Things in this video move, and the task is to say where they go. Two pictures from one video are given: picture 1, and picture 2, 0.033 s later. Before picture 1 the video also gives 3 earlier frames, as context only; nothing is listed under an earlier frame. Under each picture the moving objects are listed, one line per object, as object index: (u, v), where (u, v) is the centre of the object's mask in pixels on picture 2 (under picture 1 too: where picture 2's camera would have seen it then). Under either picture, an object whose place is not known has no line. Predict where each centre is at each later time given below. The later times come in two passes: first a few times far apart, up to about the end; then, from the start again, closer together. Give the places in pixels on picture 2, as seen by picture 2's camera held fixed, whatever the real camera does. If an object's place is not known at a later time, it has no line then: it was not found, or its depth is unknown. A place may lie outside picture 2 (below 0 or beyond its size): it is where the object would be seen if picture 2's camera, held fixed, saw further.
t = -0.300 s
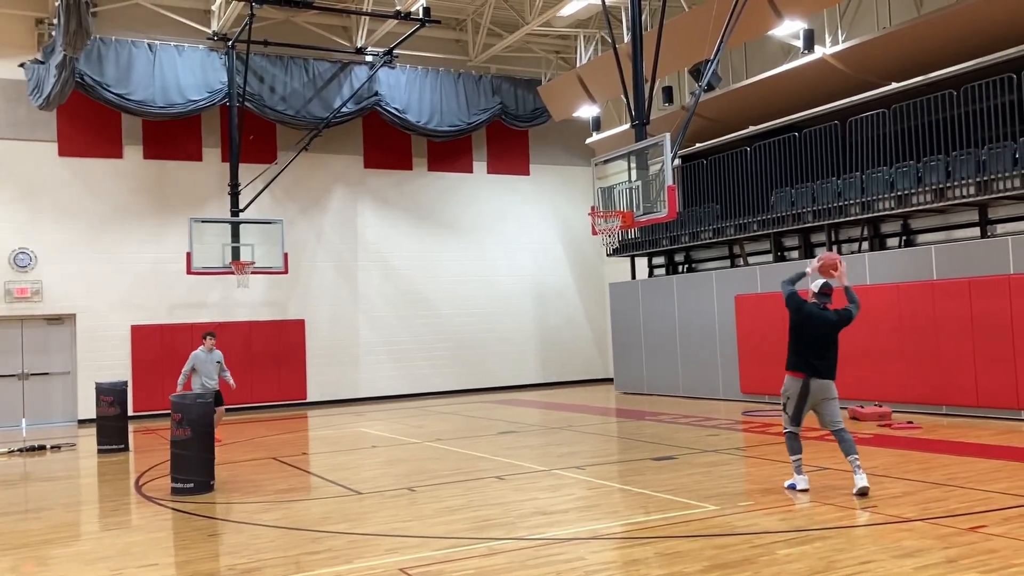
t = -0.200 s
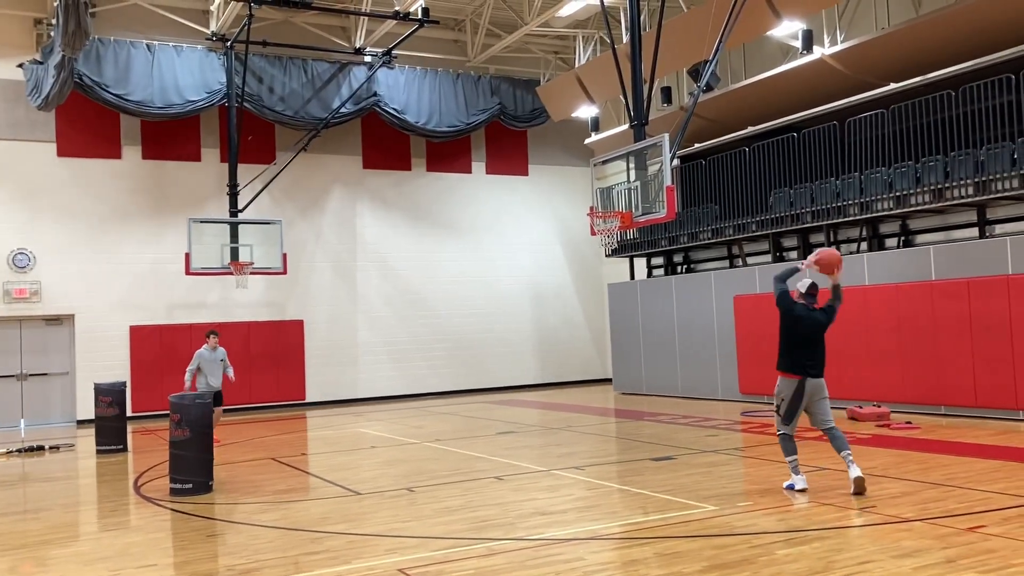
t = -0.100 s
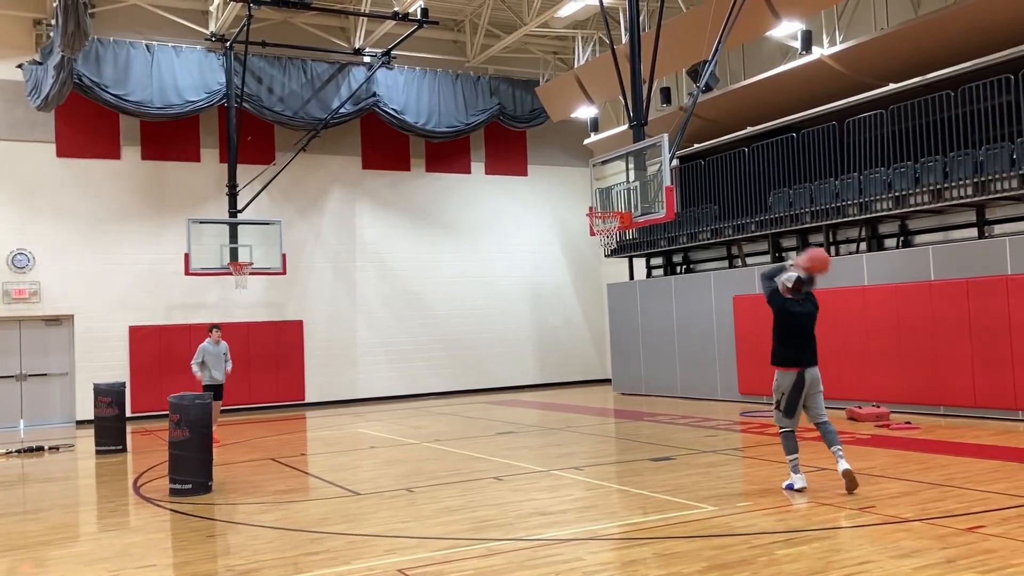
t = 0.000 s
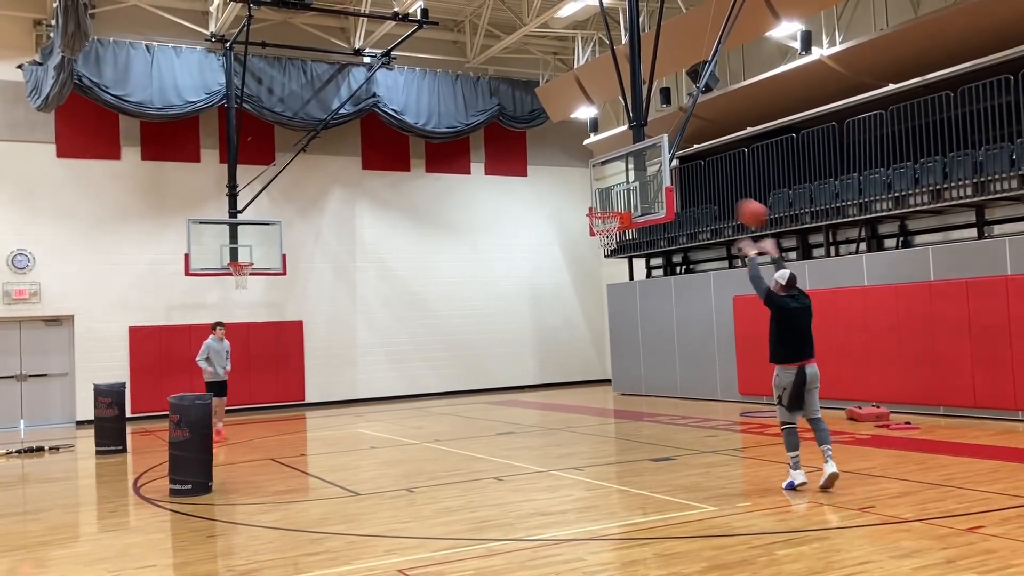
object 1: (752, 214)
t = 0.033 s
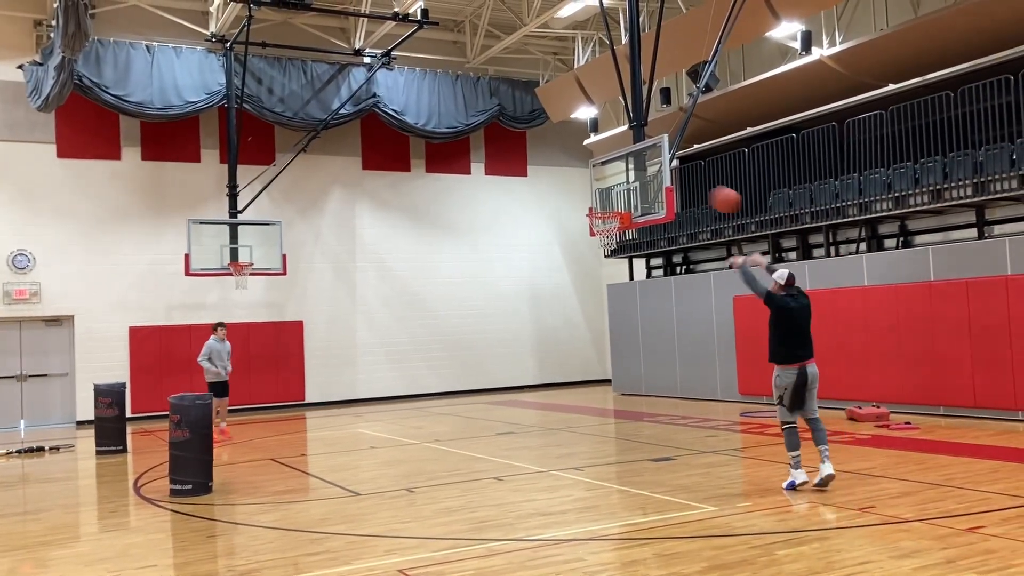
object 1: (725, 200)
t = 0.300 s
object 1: (549, 146)
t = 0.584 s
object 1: (419, 162)
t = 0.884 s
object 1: (318, 232)
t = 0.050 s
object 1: (712, 194)
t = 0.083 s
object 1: (687, 183)
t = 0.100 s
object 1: (675, 178)
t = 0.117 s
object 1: (661, 173)
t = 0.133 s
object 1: (651, 169)
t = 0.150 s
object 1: (640, 166)
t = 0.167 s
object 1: (630, 162)
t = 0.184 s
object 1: (617, 159)
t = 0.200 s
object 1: (607, 156)
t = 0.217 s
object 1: (596, 154)
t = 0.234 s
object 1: (586, 153)
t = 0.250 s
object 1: (577, 150)
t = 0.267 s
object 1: (567, 148)
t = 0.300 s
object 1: (549, 146)
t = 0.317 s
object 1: (540, 145)
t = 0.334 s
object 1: (530, 145)
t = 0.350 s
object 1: (521, 145)
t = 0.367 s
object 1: (513, 145)
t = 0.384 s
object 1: (505, 145)
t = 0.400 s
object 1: (497, 146)
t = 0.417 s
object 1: (490, 146)
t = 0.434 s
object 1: (483, 147)
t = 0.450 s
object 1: (474, 148)
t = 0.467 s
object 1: (466, 150)
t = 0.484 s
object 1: (459, 151)
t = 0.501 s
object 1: (452, 152)
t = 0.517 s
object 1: (446, 154)
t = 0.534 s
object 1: (438, 156)
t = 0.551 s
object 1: (432, 158)
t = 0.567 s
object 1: (426, 160)
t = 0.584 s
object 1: (419, 162)
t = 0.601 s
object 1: (412, 165)
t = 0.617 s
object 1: (406, 168)
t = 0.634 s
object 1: (400, 170)
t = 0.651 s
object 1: (394, 173)
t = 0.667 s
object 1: (388, 177)
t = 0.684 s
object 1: (382, 181)
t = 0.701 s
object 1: (376, 185)
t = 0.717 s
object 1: (370, 188)
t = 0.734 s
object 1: (365, 192)
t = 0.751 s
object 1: (359, 196)
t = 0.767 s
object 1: (354, 200)
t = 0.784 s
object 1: (348, 204)
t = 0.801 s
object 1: (343, 208)
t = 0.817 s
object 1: (338, 213)
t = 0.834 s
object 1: (333, 217)
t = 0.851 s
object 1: (328, 222)
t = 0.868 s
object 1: (323, 227)
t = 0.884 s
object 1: (318, 232)
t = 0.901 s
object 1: (314, 237)
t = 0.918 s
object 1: (309, 242)
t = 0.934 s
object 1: (304, 247)
